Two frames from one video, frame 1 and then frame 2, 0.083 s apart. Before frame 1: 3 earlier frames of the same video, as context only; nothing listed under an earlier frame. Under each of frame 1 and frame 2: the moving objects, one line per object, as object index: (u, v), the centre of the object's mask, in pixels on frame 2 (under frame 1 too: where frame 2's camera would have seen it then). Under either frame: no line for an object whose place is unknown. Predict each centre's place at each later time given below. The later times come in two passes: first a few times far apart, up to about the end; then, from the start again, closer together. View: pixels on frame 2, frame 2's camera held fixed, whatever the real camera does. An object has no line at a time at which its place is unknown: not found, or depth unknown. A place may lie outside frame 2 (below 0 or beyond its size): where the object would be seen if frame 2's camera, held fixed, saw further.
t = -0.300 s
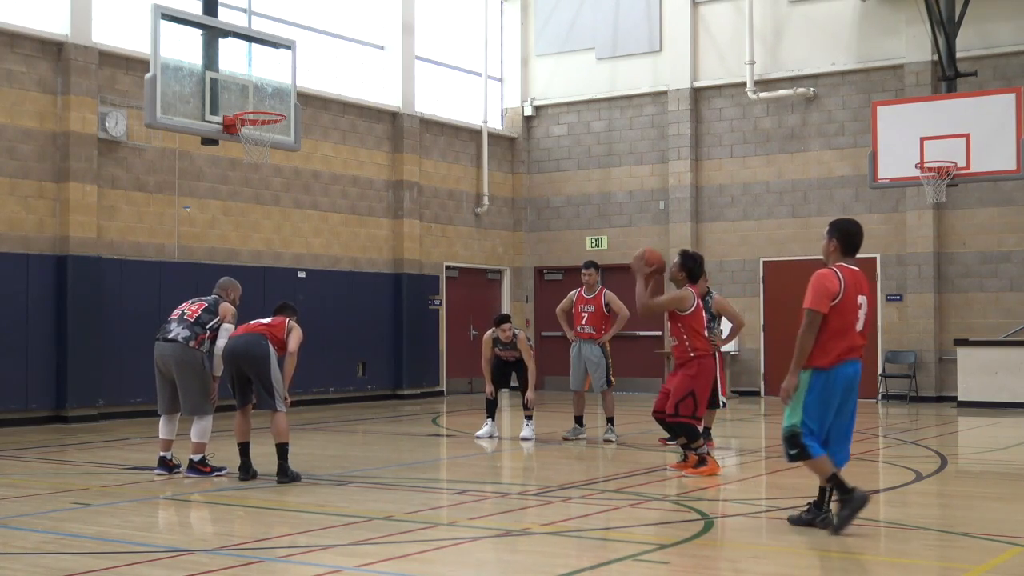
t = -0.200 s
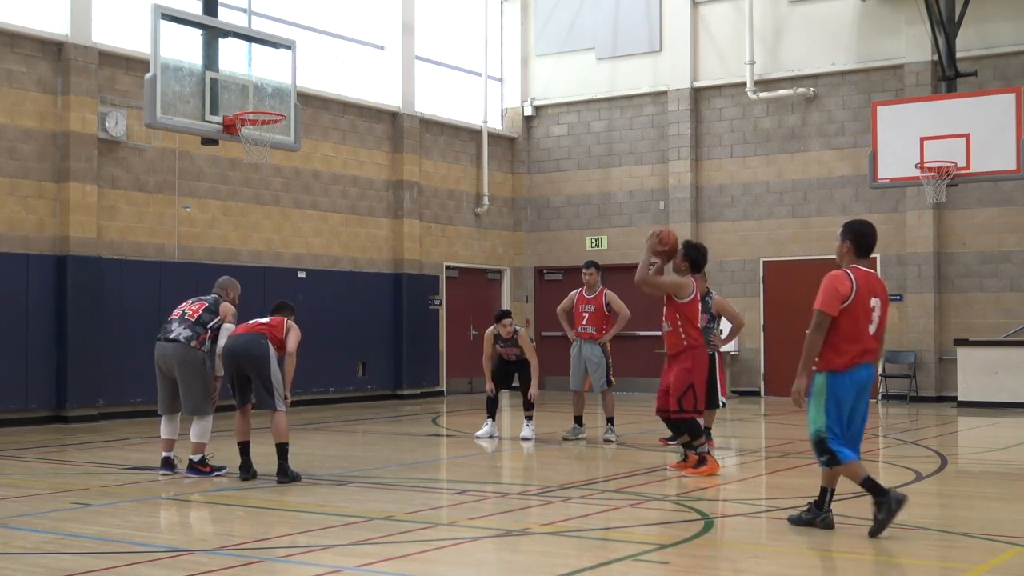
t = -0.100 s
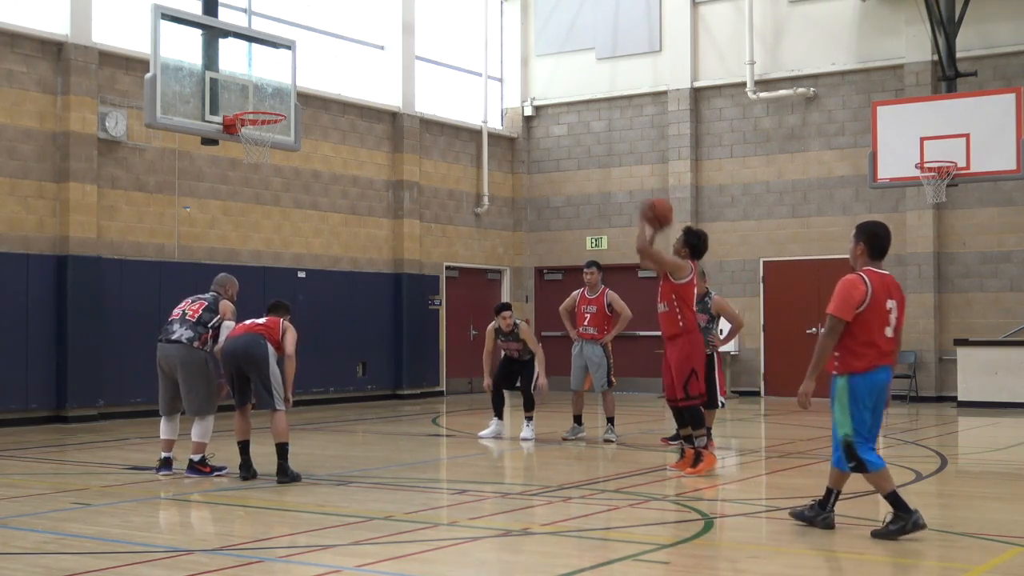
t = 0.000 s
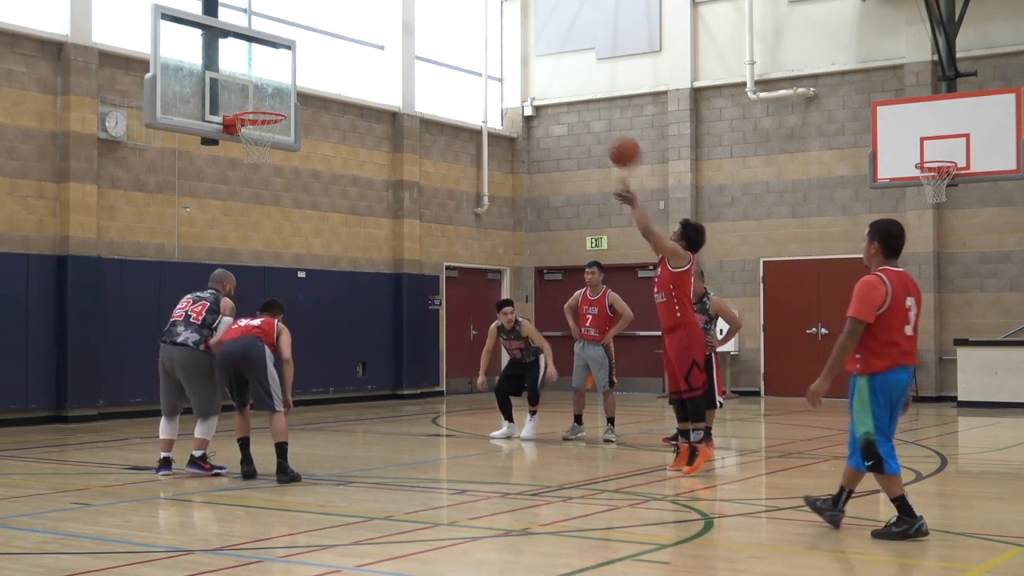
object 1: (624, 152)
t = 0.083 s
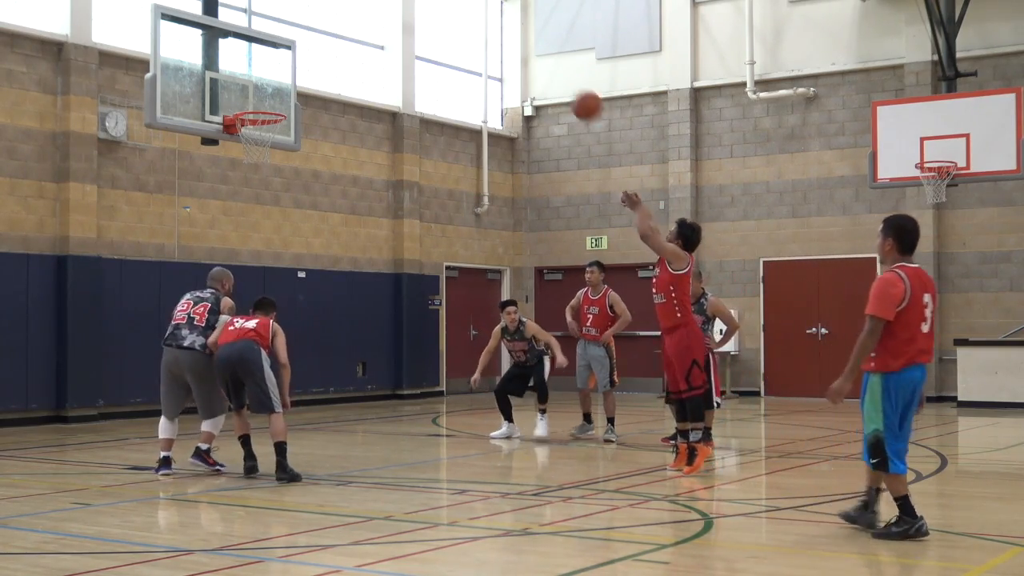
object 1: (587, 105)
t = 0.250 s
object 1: (516, 42)
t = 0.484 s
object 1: (425, 12)
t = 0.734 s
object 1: (339, 45)
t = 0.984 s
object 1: (304, 91)
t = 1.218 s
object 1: (364, 84)
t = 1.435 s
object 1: (423, 132)
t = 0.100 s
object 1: (579, 98)
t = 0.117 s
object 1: (572, 89)
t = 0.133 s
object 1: (564, 82)
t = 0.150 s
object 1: (557, 75)
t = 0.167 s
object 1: (550, 69)
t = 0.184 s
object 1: (543, 62)
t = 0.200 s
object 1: (535, 57)
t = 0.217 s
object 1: (529, 51)
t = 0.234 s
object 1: (522, 46)
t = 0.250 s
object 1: (516, 42)
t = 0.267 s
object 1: (509, 37)
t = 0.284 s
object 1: (502, 33)
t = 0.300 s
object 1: (495, 30)
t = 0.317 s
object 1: (489, 26)
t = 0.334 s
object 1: (482, 23)
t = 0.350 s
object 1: (476, 20)
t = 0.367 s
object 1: (469, 18)
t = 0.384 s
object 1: (463, 16)
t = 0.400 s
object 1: (456, 15)
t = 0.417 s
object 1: (450, 13)
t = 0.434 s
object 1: (444, 12)
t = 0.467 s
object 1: (431, 12)
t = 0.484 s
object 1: (425, 12)
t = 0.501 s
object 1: (419, 12)
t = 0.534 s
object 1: (407, 13)
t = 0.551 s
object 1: (402, 14)
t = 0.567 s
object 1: (396, 15)
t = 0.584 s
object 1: (390, 17)
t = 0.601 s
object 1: (384, 19)
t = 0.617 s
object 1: (378, 22)
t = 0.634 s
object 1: (372, 24)
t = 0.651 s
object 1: (366, 27)
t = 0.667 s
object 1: (361, 31)
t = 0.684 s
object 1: (355, 34)
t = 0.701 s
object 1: (350, 38)
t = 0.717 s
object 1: (344, 41)
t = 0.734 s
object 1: (339, 45)
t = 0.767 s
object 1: (328, 55)
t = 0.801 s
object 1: (317, 66)
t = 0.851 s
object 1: (301, 84)
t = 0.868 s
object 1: (296, 91)
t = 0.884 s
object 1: (290, 97)
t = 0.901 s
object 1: (286, 103)
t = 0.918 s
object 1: (288, 103)
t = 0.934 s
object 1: (292, 100)
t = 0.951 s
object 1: (296, 96)
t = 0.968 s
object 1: (300, 93)
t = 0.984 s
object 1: (304, 91)
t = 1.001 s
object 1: (308, 89)
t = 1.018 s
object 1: (312, 87)
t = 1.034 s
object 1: (317, 85)
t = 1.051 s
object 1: (321, 83)
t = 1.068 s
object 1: (326, 82)
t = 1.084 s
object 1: (330, 81)
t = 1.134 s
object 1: (343, 79)
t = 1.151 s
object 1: (347, 80)
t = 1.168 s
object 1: (352, 80)
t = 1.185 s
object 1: (356, 81)
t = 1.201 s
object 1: (360, 82)
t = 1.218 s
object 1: (364, 84)
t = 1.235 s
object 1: (369, 85)
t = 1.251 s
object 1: (373, 87)
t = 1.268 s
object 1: (378, 90)
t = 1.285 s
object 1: (382, 93)
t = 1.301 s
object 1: (387, 96)
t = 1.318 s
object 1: (392, 100)
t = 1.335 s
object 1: (396, 103)
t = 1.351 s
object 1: (400, 107)
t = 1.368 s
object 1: (404, 110)
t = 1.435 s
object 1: (423, 132)
